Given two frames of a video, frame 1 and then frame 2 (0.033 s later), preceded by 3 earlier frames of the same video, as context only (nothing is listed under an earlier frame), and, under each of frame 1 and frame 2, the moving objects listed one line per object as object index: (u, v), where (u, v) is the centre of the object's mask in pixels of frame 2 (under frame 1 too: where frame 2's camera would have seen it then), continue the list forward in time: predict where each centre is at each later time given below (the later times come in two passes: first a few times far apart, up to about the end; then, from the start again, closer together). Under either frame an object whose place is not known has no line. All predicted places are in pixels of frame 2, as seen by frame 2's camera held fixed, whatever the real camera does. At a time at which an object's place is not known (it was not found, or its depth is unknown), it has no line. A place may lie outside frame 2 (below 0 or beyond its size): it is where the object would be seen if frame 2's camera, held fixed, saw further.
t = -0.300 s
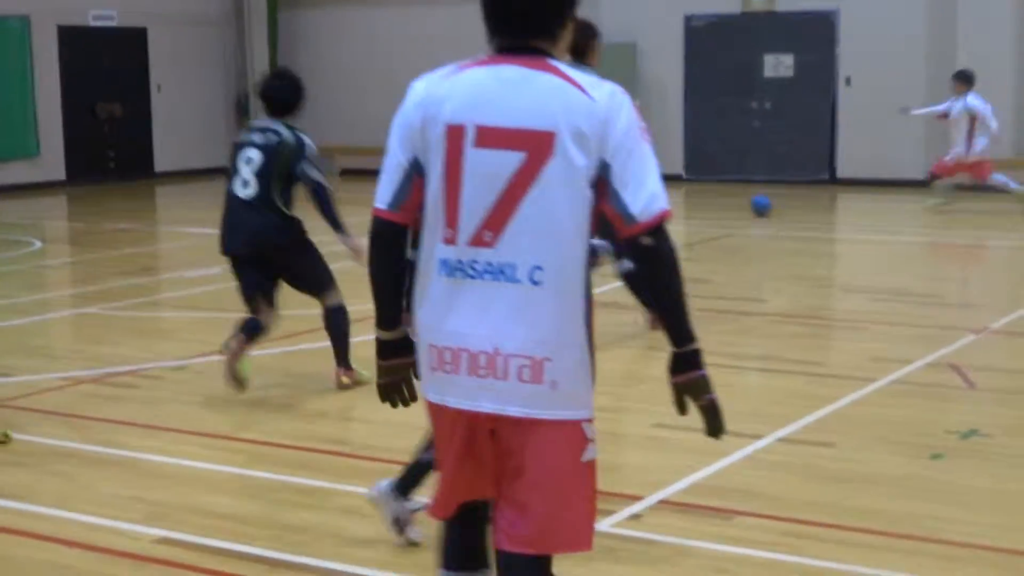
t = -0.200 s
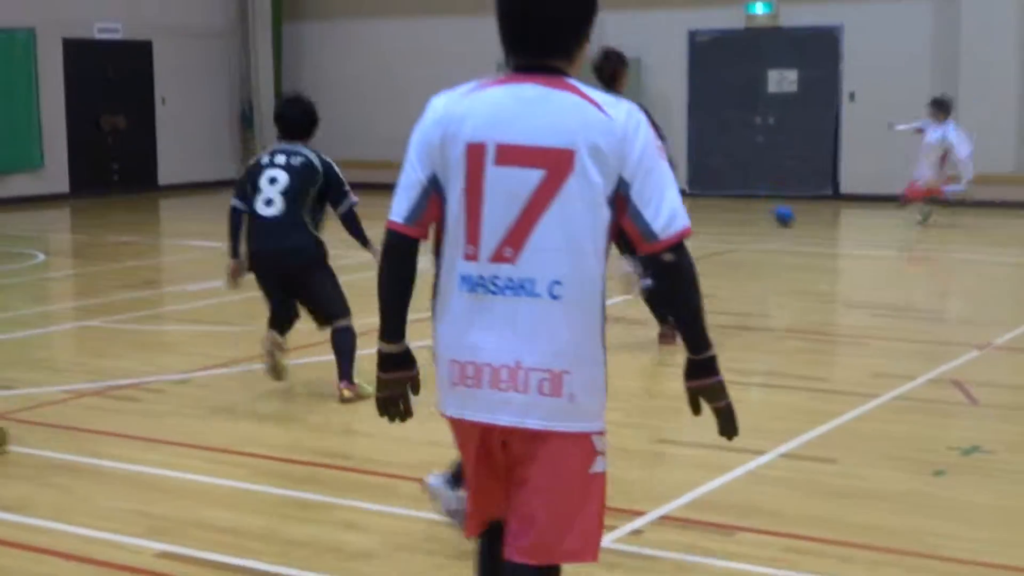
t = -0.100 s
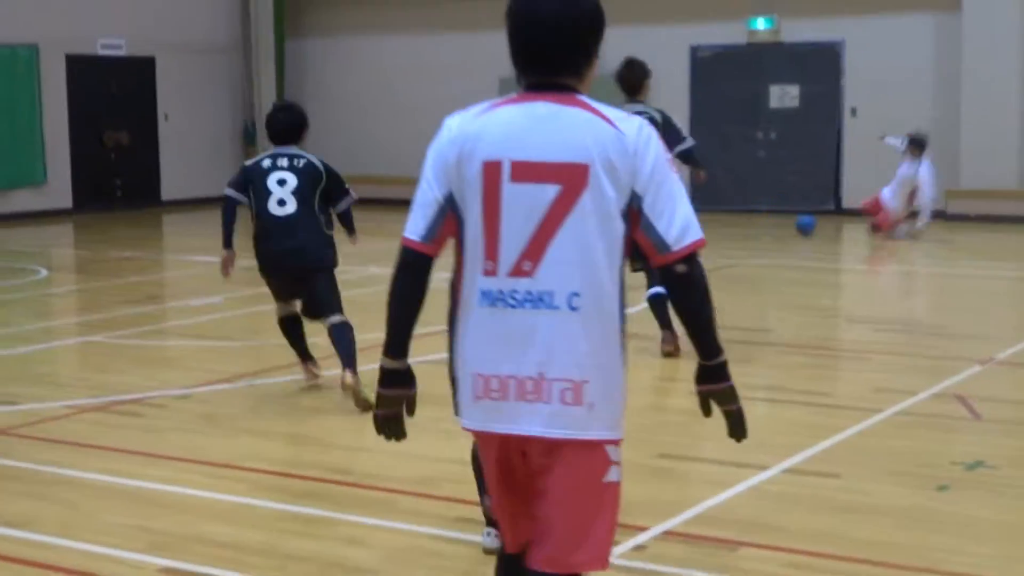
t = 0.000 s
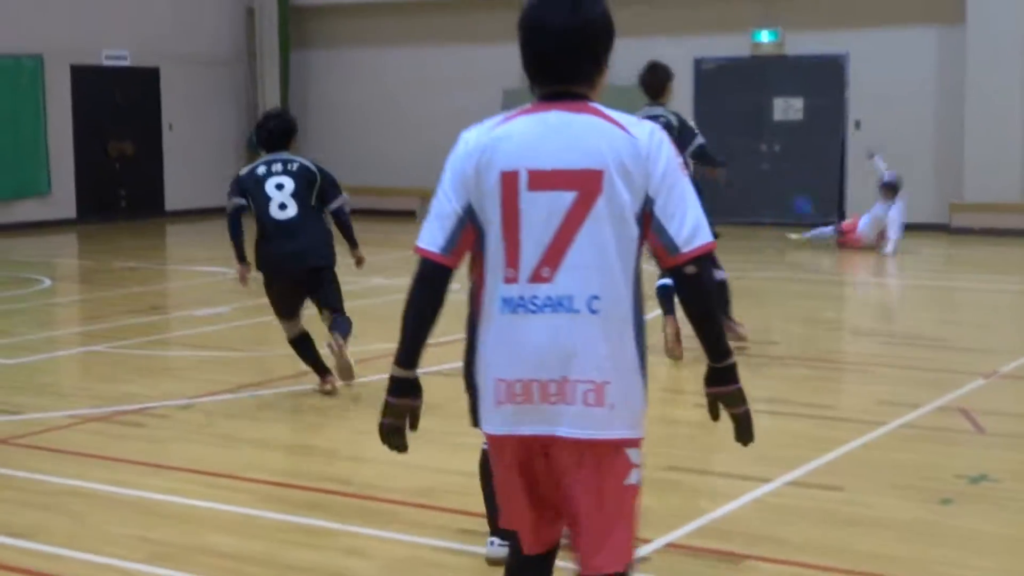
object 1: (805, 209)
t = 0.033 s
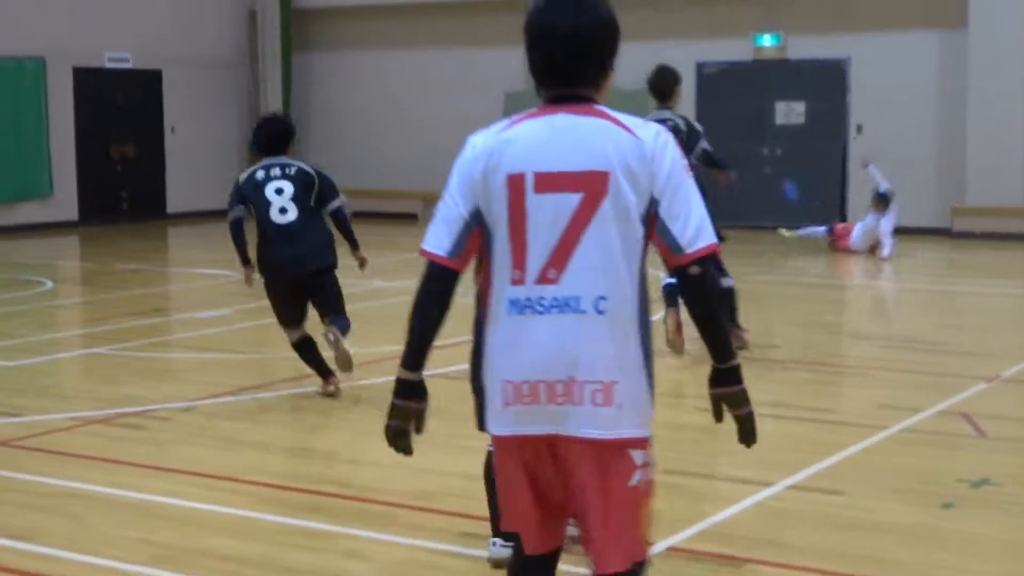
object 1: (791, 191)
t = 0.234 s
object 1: (709, 79)
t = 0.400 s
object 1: (632, 2)
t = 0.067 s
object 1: (778, 172)
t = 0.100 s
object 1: (767, 151)
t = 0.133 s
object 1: (750, 132)
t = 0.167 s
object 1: (736, 113)
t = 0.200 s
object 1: (725, 96)
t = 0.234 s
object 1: (709, 79)
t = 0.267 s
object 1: (698, 64)
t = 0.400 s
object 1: (632, 2)
